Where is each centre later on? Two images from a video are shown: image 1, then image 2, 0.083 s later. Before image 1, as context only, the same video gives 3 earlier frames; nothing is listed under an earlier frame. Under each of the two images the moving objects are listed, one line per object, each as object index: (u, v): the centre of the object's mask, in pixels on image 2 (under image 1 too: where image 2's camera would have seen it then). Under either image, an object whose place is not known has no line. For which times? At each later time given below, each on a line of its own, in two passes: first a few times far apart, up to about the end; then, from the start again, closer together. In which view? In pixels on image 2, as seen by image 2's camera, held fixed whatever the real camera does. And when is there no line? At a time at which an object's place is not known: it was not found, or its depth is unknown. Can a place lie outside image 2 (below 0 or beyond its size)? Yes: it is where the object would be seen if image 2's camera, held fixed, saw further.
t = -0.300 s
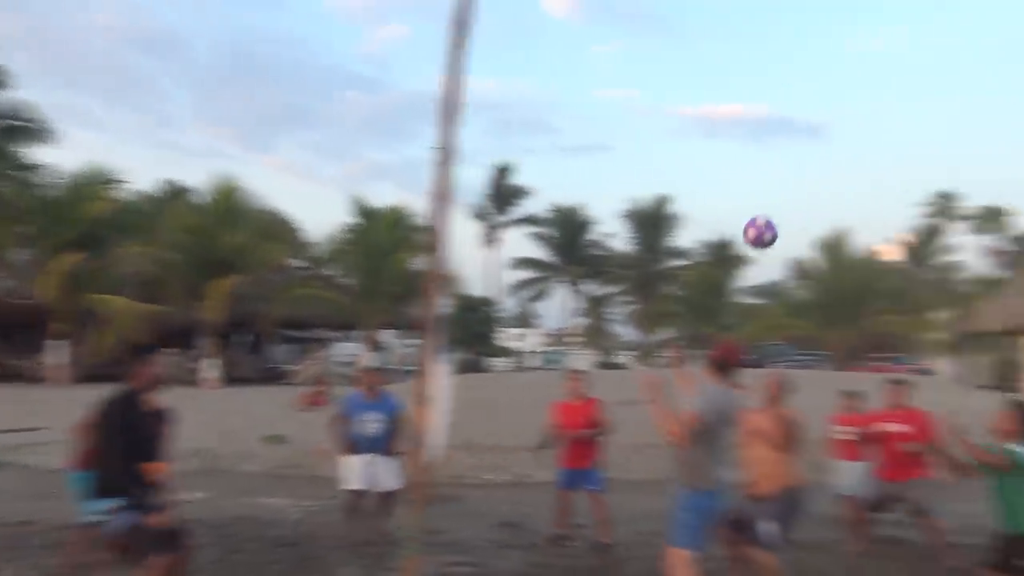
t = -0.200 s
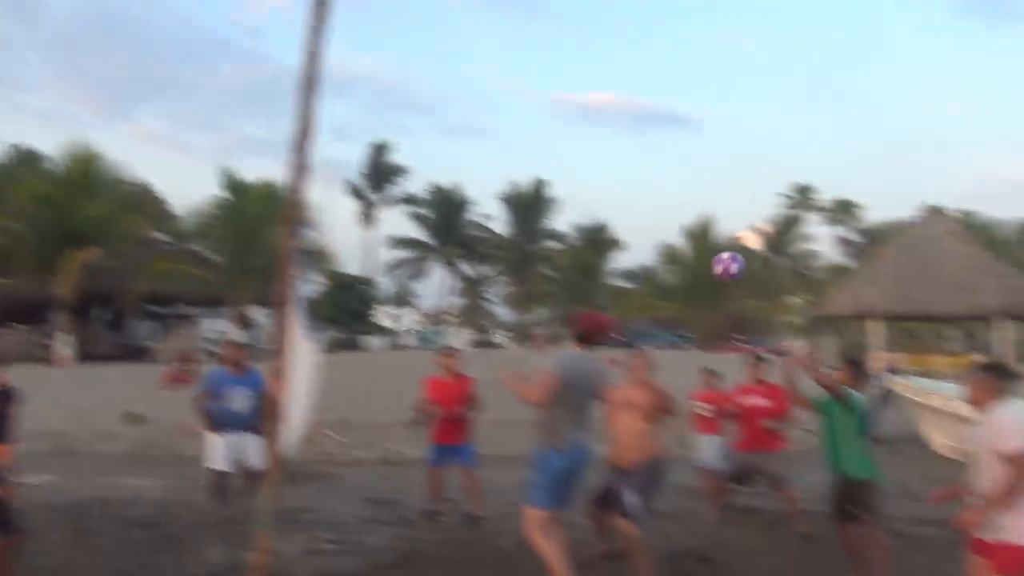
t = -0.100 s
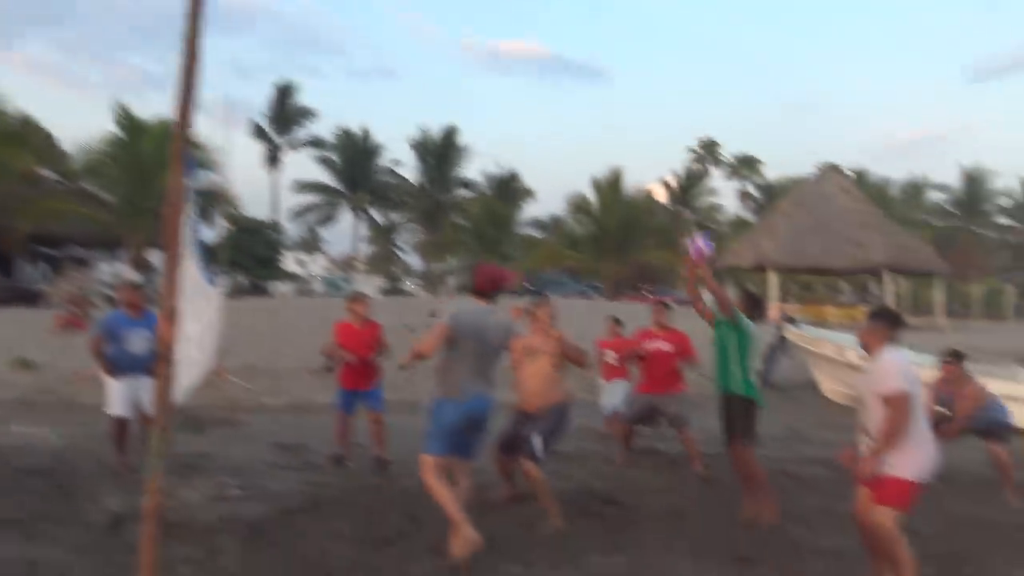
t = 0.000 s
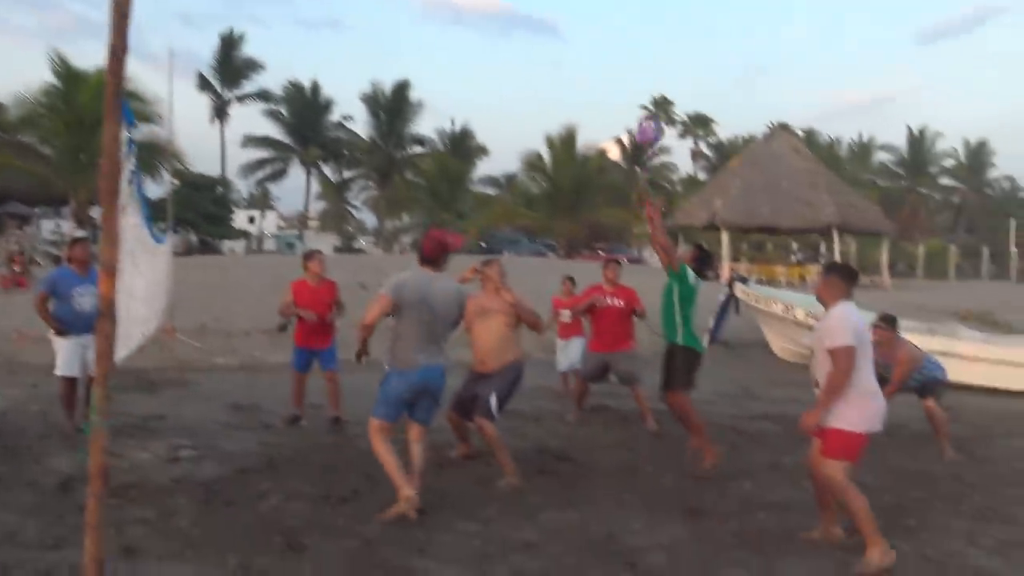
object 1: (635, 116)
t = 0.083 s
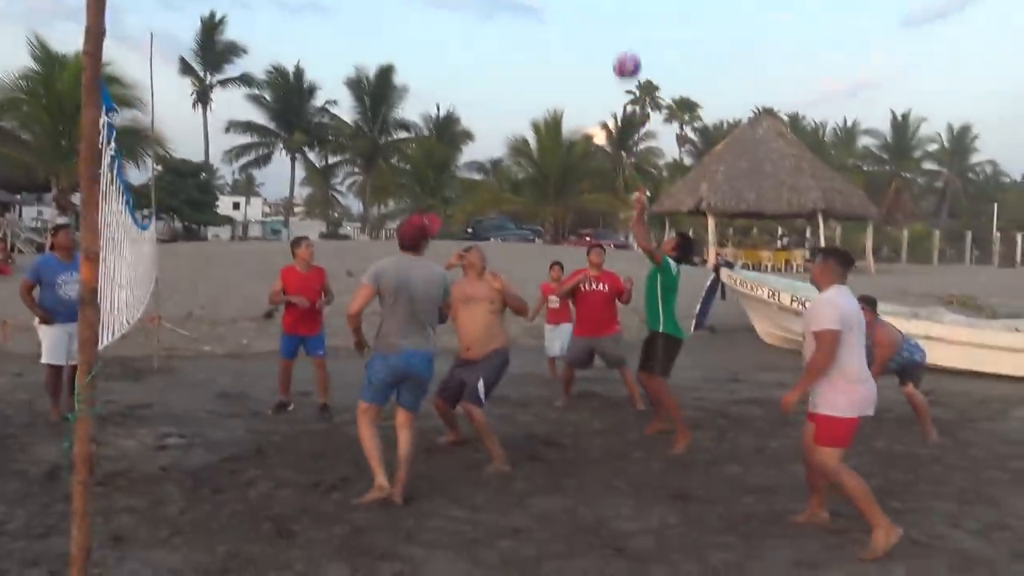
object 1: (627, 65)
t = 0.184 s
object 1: (618, 17)
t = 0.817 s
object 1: (569, 12)
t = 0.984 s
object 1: (555, 87)
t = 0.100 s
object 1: (626, 56)
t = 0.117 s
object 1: (624, 47)
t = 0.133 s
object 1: (623, 39)
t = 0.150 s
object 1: (622, 31)
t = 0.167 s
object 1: (620, 22)
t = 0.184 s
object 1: (618, 17)
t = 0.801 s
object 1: (571, 6)
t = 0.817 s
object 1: (569, 12)
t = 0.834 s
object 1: (568, 18)
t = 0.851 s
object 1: (566, 25)
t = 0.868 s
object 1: (565, 32)
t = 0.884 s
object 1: (563, 38)
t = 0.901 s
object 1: (562, 46)
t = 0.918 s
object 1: (560, 54)
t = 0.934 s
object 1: (559, 63)
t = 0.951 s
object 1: (558, 71)
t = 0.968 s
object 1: (556, 79)
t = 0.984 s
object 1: (555, 87)
